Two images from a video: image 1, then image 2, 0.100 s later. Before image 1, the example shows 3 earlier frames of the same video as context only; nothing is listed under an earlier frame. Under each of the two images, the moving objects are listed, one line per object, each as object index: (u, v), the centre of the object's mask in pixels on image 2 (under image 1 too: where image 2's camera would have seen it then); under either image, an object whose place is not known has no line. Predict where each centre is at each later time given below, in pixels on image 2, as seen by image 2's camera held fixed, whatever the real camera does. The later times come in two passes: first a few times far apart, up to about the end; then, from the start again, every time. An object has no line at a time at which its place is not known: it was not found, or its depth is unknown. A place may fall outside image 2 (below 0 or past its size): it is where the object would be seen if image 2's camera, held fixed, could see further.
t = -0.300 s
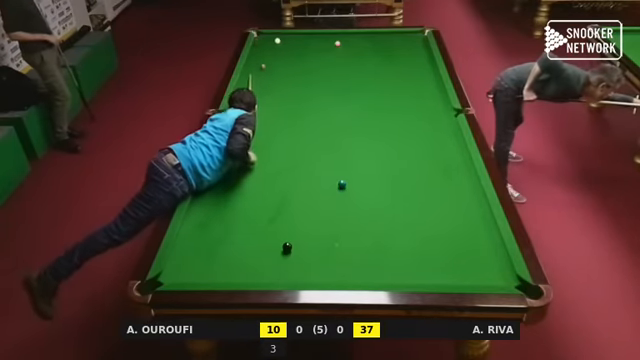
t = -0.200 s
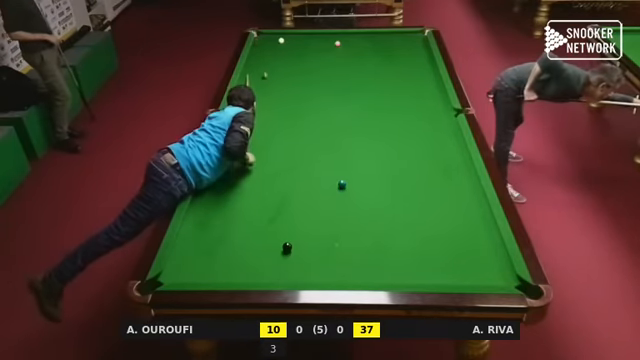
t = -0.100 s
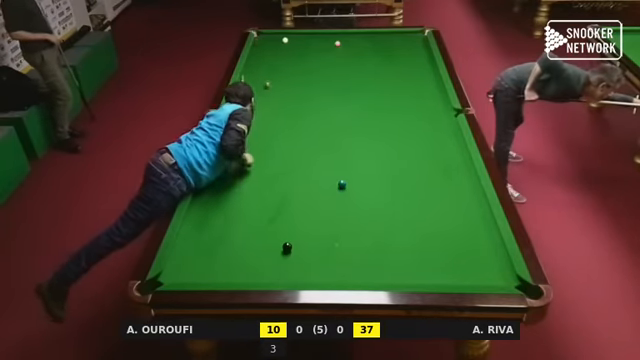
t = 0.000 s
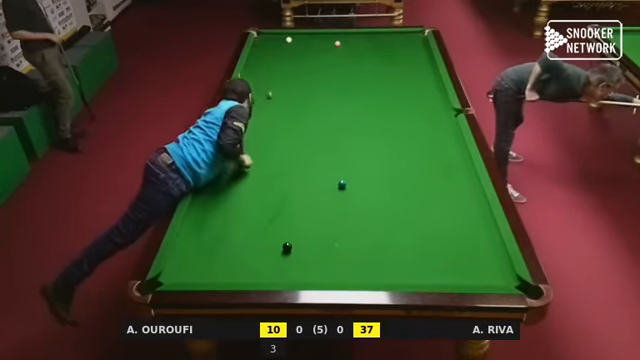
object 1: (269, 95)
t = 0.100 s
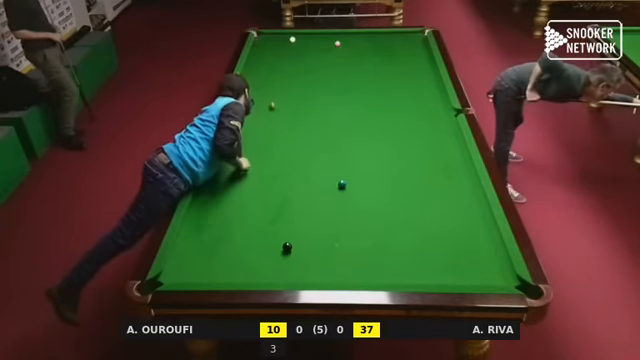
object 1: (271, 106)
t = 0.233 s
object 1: (275, 121)
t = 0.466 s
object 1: (283, 152)
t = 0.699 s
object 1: (292, 189)
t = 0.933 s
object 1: (303, 235)
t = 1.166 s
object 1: (319, 272)
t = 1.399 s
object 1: (337, 234)
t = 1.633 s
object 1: (352, 205)
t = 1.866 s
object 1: (364, 179)
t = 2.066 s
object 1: (374, 161)
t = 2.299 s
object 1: (384, 142)
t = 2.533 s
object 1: (393, 125)
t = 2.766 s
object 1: (401, 109)
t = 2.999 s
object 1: (409, 96)
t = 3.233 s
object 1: (415, 83)
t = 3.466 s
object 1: (421, 72)
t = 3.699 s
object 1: (426, 62)
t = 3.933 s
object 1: (429, 53)
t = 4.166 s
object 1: (423, 46)
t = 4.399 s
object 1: (417, 40)
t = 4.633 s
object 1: (411, 34)
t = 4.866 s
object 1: (409, 34)
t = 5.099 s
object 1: (407, 37)
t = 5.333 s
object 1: (405, 41)
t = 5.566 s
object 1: (402, 46)
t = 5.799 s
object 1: (400, 50)
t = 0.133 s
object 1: (272, 110)
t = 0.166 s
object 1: (273, 114)
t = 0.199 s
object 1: (274, 118)
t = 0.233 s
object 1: (275, 121)
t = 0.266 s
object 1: (276, 126)
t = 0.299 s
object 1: (277, 130)
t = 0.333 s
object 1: (278, 134)
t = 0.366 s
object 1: (279, 138)
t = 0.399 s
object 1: (281, 143)
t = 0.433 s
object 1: (282, 148)
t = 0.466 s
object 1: (283, 152)
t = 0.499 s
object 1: (284, 157)
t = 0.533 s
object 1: (285, 162)
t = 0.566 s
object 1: (286, 167)
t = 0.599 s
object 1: (288, 172)
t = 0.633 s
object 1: (289, 178)
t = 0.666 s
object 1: (291, 184)
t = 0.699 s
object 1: (292, 189)
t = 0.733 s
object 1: (293, 195)
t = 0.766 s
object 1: (295, 201)
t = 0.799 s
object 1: (296, 207)
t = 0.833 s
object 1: (298, 214)
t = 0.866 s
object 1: (300, 221)
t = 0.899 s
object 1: (301, 228)
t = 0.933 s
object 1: (303, 235)
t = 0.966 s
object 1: (305, 243)
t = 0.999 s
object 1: (307, 250)
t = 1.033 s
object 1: (309, 258)
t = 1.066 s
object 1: (311, 267)
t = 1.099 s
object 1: (313, 274)
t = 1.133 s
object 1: (316, 276)
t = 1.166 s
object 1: (319, 272)
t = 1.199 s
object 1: (322, 265)
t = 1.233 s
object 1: (324, 260)
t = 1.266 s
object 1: (327, 254)
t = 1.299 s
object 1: (329, 248)
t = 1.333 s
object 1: (332, 244)
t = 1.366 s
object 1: (334, 239)
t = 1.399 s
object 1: (337, 234)
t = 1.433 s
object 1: (339, 229)
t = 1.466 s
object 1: (341, 225)
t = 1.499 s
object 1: (343, 221)
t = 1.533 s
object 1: (345, 217)
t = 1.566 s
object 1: (347, 212)
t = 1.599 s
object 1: (349, 208)
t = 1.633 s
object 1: (352, 205)
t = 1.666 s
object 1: (354, 201)
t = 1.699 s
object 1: (355, 197)
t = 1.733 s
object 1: (357, 193)
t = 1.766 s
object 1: (359, 190)
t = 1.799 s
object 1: (361, 186)
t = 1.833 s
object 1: (363, 183)
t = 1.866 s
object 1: (364, 179)
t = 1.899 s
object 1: (366, 176)
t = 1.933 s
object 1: (368, 173)
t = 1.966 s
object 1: (369, 170)
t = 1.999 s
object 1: (371, 166)
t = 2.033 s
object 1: (372, 164)
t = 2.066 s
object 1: (374, 161)
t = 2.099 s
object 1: (376, 158)
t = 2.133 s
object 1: (377, 155)
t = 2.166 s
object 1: (378, 152)
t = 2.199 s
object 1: (380, 150)
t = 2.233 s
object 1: (381, 147)
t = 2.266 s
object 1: (383, 144)
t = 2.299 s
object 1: (384, 142)
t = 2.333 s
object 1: (386, 139)
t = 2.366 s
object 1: (387, 137)
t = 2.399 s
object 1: (388, 134)
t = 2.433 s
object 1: (389, 131)
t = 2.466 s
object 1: (391, 129)
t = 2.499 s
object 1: (392, 127)
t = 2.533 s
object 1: (393, 125)
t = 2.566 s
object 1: (394, 122)
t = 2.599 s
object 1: (395, 120)
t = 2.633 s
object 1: (397, 118)
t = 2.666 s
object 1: (398, 116)
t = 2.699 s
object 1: (399, 114)
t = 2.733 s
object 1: (400, 111)
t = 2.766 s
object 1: (401, 109)
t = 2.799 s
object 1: (403, 107)
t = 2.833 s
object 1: (404, 105)
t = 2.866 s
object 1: (405, 103)
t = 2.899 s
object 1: (406, 101)
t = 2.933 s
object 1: (407, 99)
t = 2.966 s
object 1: (408, 98)
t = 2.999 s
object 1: (409, 96)
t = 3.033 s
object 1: (409, 94)
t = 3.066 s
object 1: (411, 92)
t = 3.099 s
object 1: (412, 90)
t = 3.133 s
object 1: (412, 89)
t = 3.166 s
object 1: (413, 87)
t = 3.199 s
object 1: (414, 85)
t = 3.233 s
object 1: (415, 83)
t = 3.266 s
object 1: (416, 82)
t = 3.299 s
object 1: (417, 80)
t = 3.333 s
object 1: (418, 78)
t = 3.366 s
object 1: (419, 77)
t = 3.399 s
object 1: (419, 75)
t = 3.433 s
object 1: (420, 74)
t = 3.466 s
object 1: (421, 72)
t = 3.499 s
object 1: (422, 71)
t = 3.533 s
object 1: (423, 69)
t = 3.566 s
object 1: (423, 68)
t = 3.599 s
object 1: (424, 67)
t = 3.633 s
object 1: (425, 65)
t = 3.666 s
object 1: (425, 64)
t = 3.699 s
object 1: (426, 62)
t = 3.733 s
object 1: (427, 60)
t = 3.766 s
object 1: (428, 59)
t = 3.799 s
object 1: (429, 58)
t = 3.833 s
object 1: (429, 57)
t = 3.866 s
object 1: (430, 56)
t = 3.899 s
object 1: (430, 55)
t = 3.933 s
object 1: (429, 53)
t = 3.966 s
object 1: (428, 52)
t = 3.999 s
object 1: (428, 51)
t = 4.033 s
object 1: (426, 50)
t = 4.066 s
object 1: (425, 49)
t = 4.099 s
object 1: (425, 48)
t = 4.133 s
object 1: (424, 47)
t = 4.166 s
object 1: (423, 46)
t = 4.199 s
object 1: (422, 45)
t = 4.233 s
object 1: (421, 44)
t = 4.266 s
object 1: (420, 43)
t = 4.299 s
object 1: (420, 42)
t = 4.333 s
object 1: (418, 42)
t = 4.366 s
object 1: (418, 41)
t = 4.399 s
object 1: (417, 40)
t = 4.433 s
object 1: (417, 39)
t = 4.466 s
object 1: (416, 39)
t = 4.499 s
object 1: (415, 37)
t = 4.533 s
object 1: (414, 37)
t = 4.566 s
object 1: (413, 36)
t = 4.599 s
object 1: (412, 35)
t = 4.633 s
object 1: (411, 34)
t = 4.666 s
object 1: (411, 33)
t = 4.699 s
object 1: (411, 32)
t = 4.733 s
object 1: (410, 32)
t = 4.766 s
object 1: (410, 32)
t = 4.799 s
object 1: (409, 33)
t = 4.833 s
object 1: (409, 34)
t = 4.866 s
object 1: (409, 34)
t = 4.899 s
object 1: (409, 35)
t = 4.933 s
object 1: (408, 35)
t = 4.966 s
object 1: (408, 36)
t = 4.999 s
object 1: (408, 36)
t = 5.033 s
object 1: (407, 36)
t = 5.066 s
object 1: (406, 37)
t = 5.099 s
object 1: (407, 37)
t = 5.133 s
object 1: (406, 38)
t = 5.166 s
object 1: (406, 39)
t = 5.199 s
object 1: (405, 40)
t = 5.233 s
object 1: (405, 40)
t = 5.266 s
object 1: (405, 40)
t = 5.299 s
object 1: (405, 41)
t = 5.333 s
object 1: (405, 41)
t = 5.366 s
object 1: (404, 42)
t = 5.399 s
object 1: (403, 43)
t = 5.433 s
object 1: (403, 44)
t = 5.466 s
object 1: (403, 44)
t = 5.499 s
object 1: (403, 45)
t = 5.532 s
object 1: (403, 45)
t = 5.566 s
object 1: (402, 46)
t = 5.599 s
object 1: (402, 46)
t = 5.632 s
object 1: (402, 47)
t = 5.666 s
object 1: (401, 48)
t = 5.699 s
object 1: (401, 48)
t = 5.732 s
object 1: (400, 49)
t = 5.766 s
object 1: (400, 49)
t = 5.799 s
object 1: (400, 50)
